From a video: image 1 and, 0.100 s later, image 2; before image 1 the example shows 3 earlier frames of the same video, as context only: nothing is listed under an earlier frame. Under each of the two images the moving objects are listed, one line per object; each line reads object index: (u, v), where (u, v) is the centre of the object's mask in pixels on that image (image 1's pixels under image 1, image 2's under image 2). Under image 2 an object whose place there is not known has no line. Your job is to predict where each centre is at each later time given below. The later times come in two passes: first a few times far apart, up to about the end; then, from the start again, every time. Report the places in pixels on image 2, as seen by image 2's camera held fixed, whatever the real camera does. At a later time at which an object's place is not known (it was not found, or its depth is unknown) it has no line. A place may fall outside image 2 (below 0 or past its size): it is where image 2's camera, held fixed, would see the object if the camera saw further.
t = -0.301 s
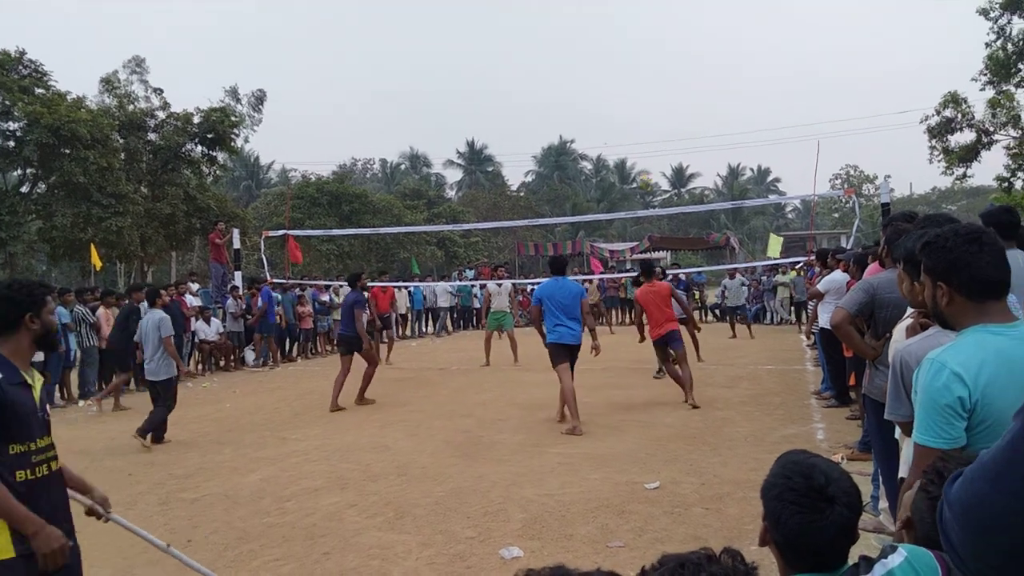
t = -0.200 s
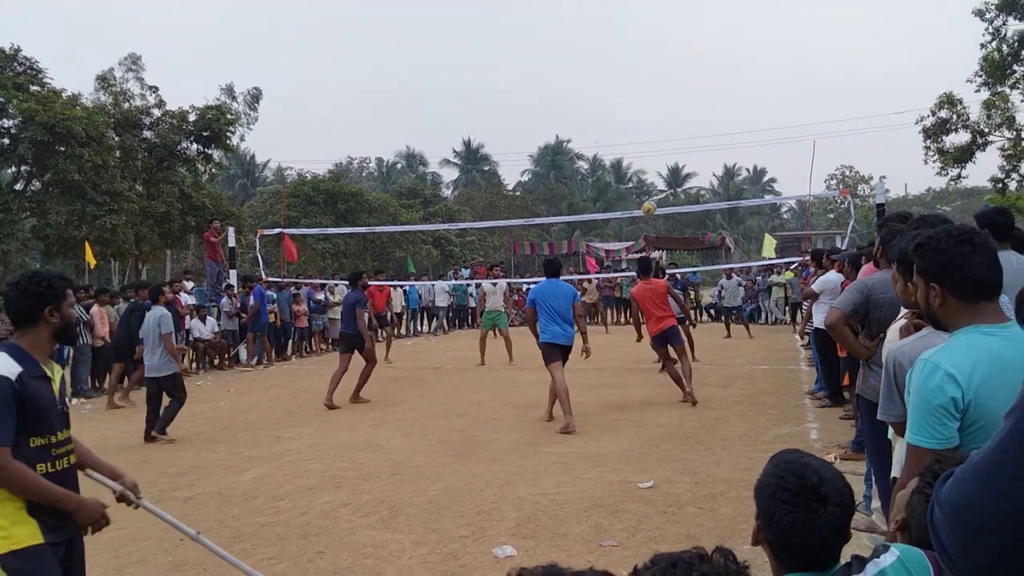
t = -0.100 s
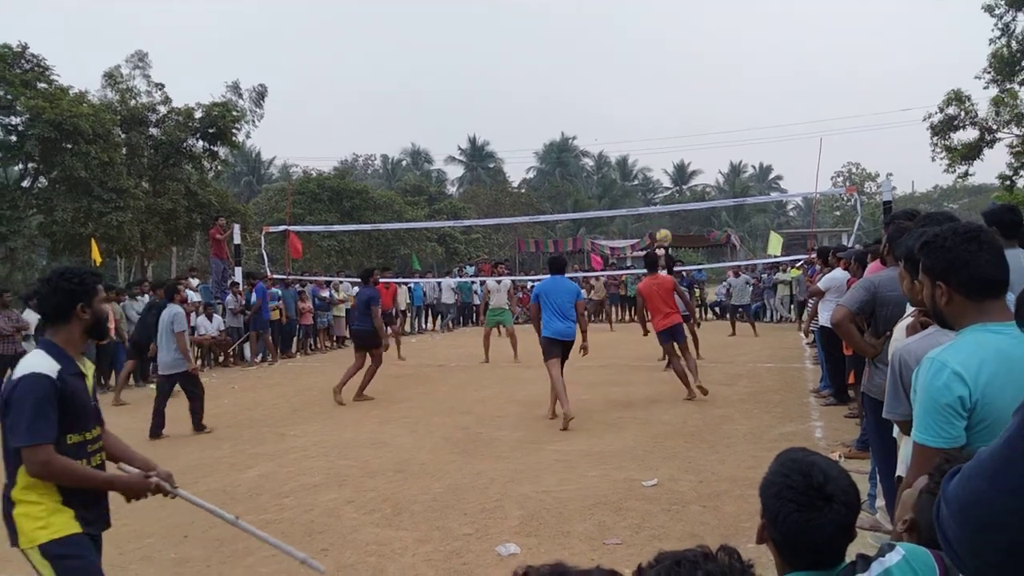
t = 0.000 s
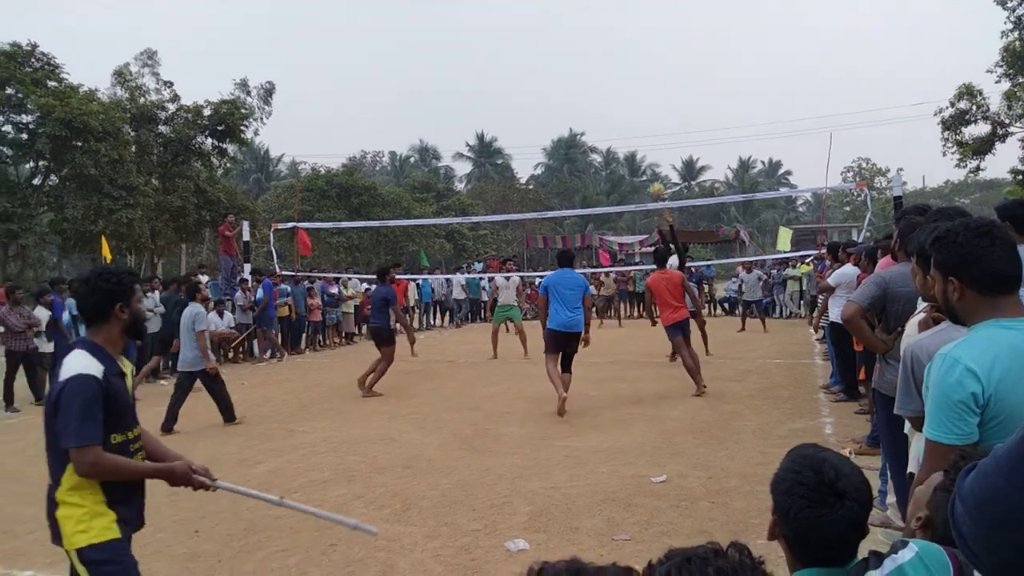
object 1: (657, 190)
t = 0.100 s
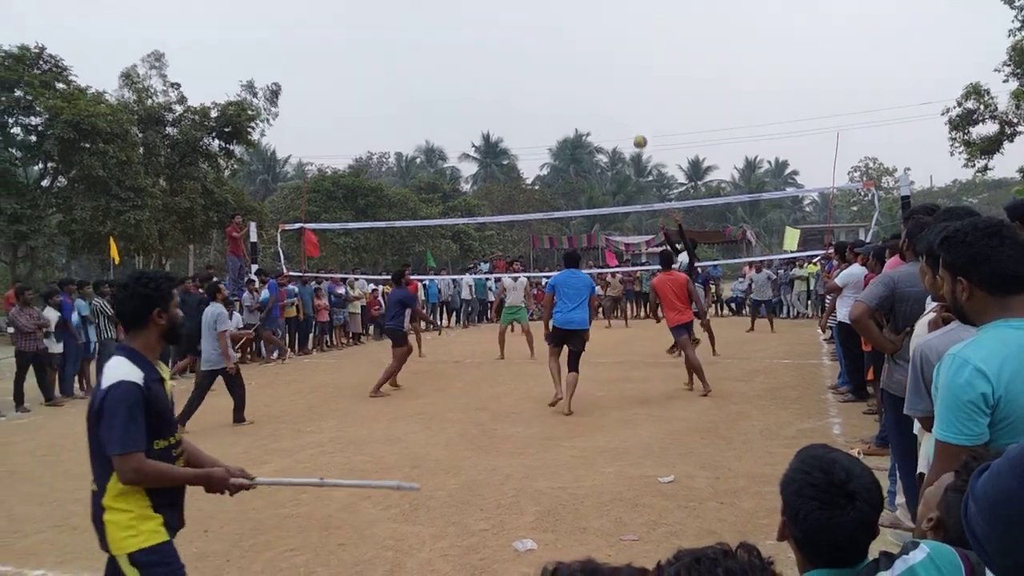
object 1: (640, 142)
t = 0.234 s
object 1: (610, 90)
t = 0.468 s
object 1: (564, 31)
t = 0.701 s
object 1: (523, 9)
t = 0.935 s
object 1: (486, 23)
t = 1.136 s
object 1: (458, 61)
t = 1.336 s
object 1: (433, 121)
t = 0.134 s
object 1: (632, 127)
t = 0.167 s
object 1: (625, 114)
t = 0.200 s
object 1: (617, 101)
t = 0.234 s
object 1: (610, 90)
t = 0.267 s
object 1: (603, 79)
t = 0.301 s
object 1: (596, 69)
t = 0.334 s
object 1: (589, 60)
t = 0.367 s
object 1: (583, 52)
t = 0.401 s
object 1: (576, 44)
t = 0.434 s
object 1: (570, 37)
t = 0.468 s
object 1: (564, 31)
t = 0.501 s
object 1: (558, 26)
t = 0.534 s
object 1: (552, 21)
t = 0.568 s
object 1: (546, 17)
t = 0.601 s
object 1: (540, 14)
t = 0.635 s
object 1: (535, 12)
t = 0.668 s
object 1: (529, 10)
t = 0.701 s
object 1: (523, 9)
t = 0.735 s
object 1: (518, 9)
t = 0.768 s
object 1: (512, 10)
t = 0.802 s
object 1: (506, 11)
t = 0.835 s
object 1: (501, 13)
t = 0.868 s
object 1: (496, 16)
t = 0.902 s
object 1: (491, 19)
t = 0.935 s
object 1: (486, 23)
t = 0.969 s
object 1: (481, 28)
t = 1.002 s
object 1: (476, 33)
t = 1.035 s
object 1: (472, 39)
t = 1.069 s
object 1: (467, 46)
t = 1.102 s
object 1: (462, 53)
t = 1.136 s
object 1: (458, 61)
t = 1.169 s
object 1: (454, 70)
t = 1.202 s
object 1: (450, 79)
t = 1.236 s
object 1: (446, 88)
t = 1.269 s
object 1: (441, 98)
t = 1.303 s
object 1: (437, 109)
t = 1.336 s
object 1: (433, 121)
